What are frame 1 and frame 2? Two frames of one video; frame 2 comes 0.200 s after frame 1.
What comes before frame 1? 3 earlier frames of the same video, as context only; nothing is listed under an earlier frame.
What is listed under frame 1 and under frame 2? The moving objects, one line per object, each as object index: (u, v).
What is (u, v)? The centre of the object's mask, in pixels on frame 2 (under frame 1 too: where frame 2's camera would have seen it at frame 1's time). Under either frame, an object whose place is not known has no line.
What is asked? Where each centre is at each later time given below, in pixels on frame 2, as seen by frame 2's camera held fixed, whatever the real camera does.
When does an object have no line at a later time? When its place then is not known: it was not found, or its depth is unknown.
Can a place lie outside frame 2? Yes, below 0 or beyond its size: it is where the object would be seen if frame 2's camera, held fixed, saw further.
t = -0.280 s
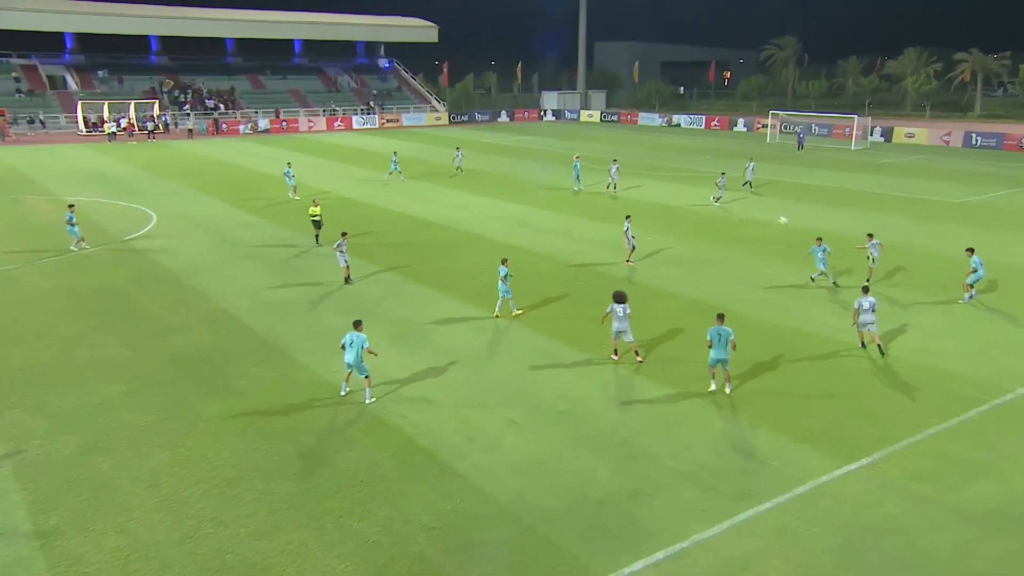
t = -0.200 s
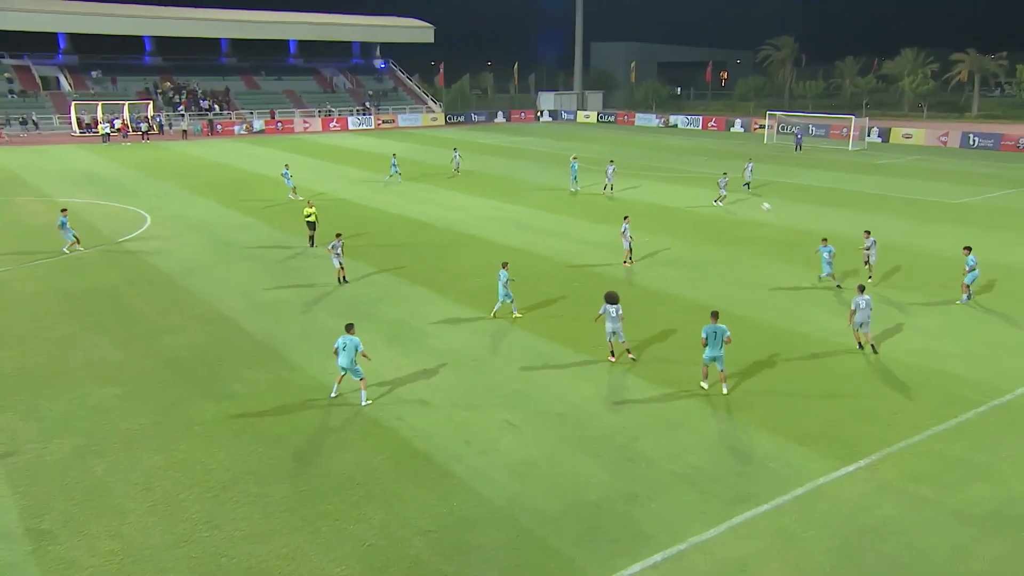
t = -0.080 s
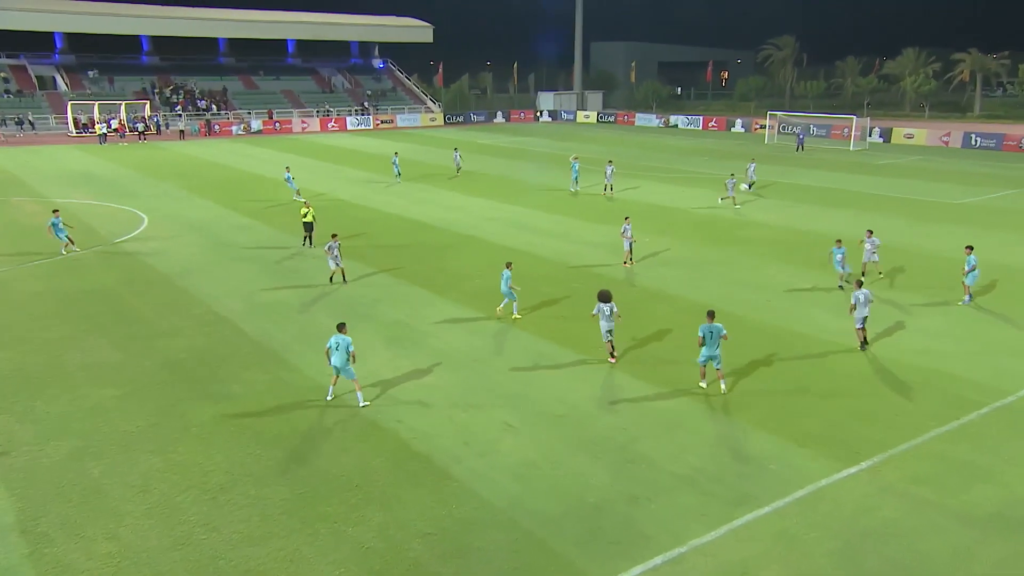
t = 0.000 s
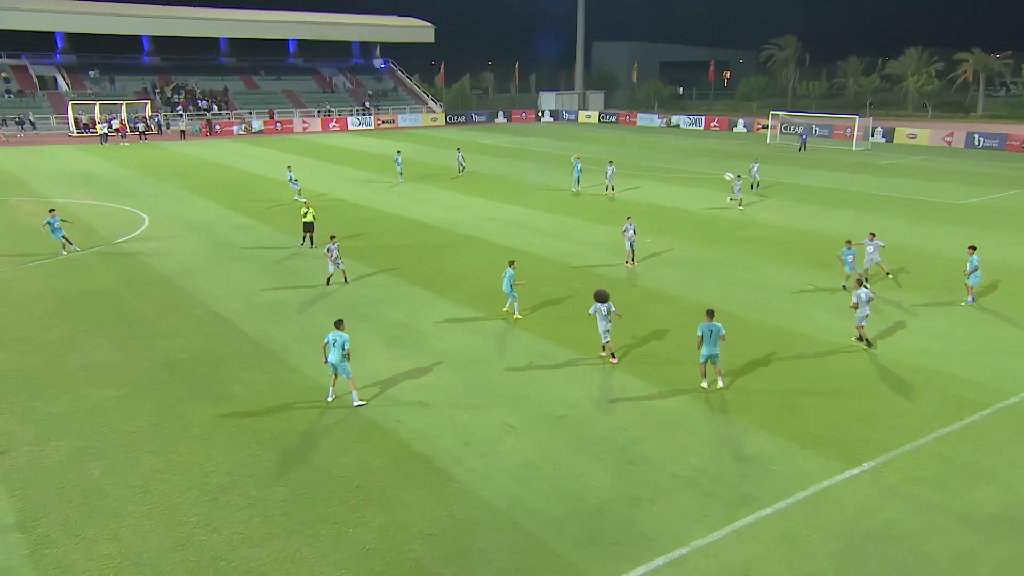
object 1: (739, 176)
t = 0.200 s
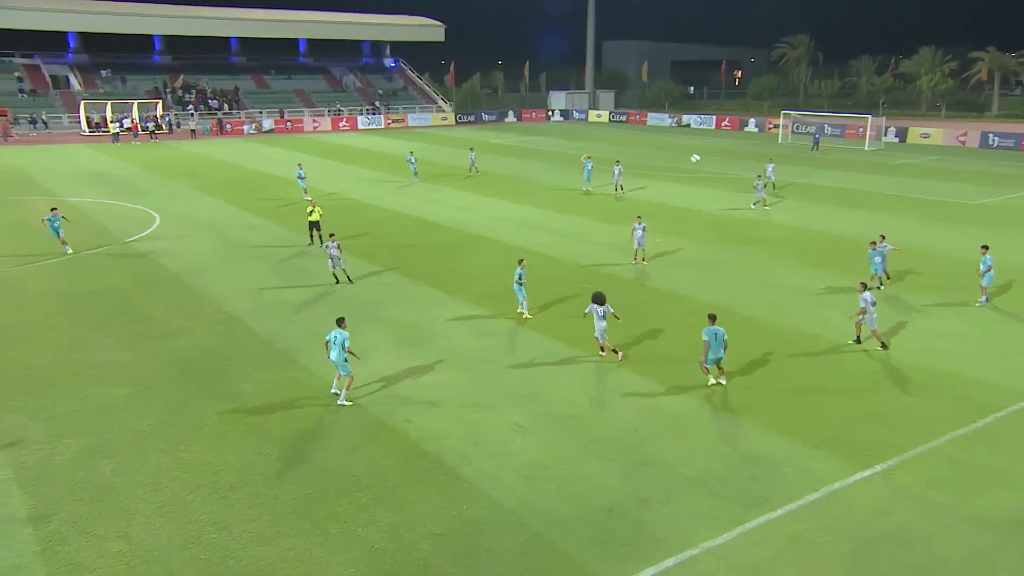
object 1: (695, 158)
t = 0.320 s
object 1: (667, 155)
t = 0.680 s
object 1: (574, 179)
